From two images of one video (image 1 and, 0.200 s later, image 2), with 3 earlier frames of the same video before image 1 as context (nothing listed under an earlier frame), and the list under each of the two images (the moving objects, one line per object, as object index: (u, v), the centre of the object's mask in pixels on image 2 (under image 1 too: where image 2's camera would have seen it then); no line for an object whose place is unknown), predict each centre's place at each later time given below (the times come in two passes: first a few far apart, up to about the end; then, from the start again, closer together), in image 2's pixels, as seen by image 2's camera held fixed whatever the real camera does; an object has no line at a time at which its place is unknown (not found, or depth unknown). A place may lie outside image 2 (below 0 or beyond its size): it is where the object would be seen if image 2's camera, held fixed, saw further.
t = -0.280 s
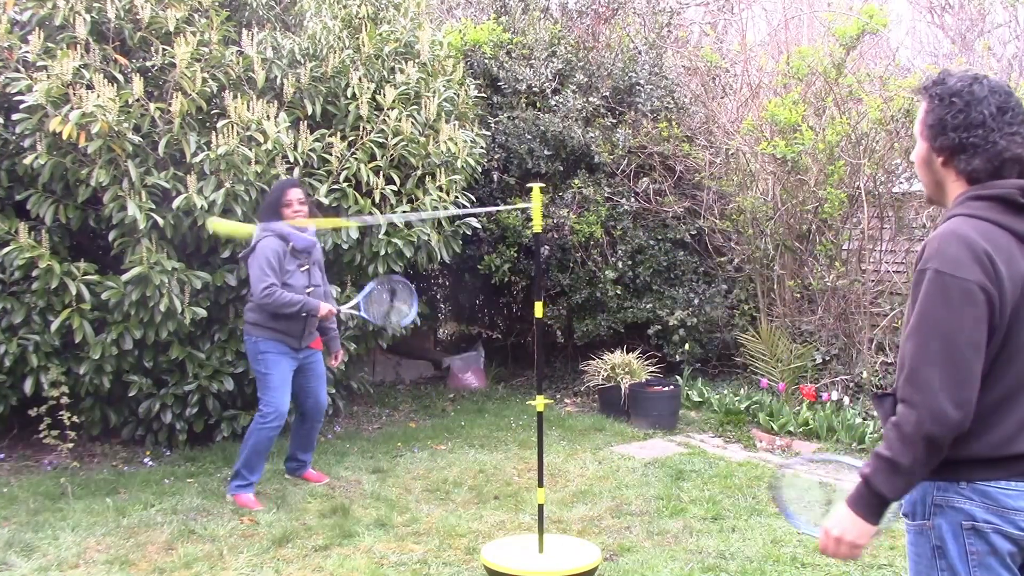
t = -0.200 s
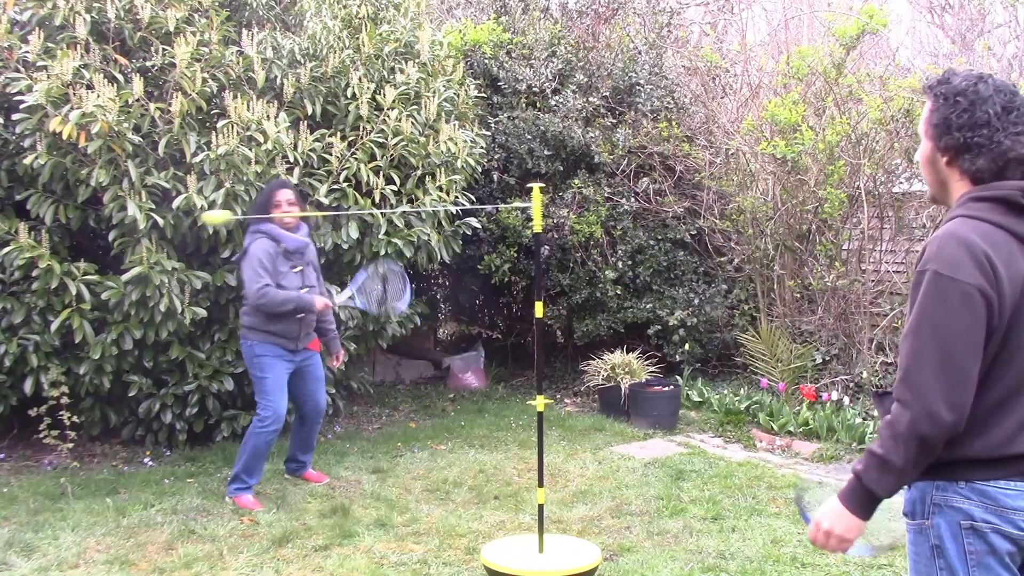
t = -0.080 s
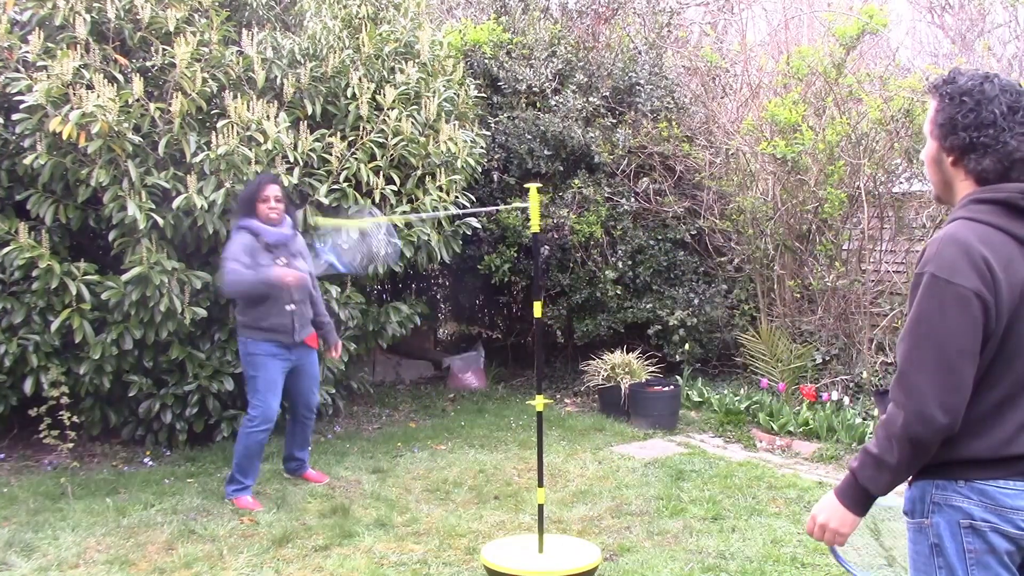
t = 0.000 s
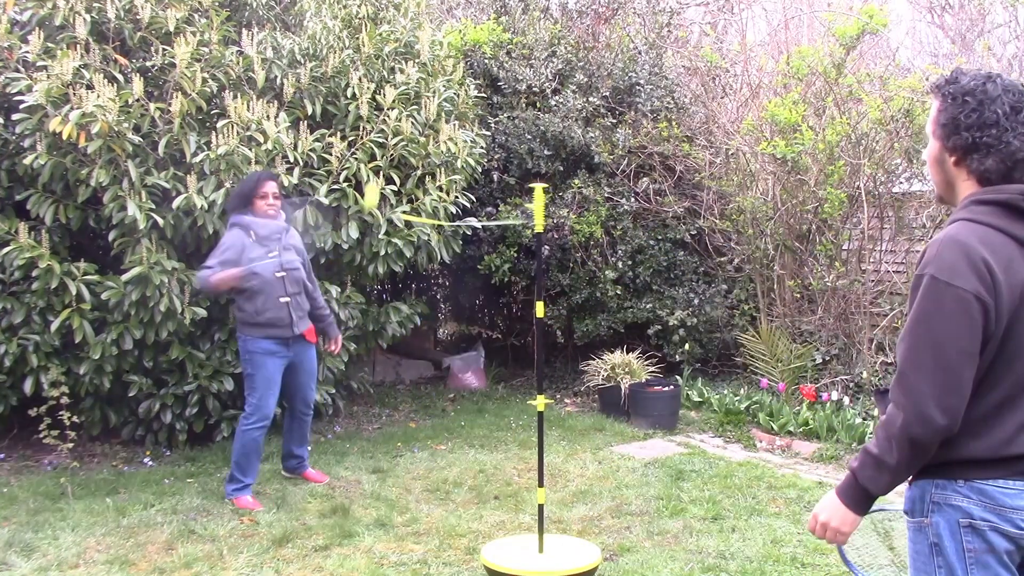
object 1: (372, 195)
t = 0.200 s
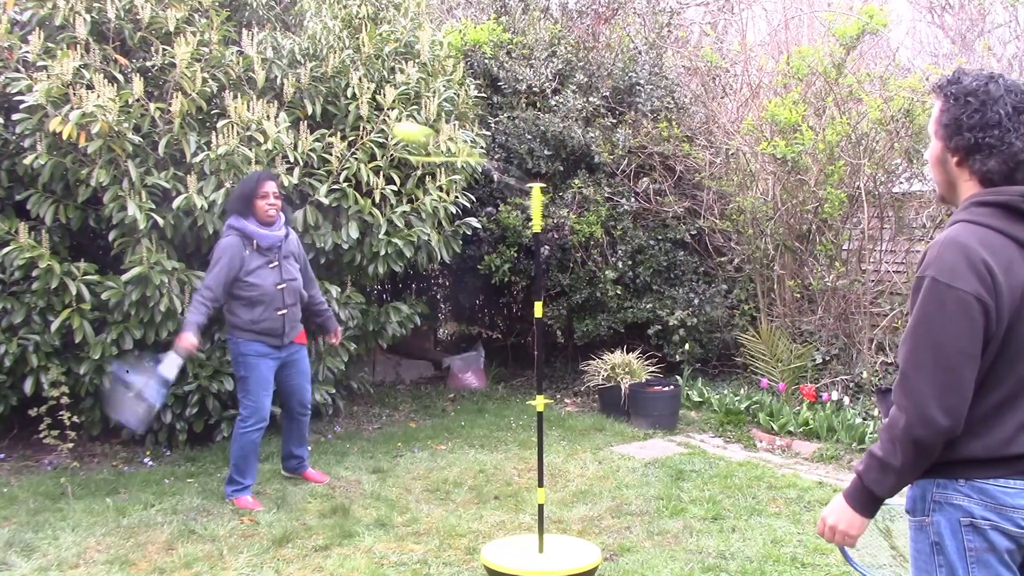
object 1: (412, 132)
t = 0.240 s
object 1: (464, 150)
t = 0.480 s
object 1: (775, 393)
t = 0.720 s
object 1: (669, 416)
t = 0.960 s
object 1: (462, 306)
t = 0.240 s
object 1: (464, 150)
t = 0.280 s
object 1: (527, 182)
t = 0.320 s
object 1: (590, 221)
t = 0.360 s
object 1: (646, 265)
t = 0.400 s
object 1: (699, 314)
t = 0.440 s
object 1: (725, 337)
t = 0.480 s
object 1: (775, 393)
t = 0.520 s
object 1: (778, 414)
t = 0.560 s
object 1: (772, 429)
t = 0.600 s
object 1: (756, 435)
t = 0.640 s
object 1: (735, 434)
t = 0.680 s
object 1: (703, 427)
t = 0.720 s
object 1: (669, 416)
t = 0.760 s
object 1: (635, 401)
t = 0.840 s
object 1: (563, 364)
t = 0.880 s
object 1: (523, 342)
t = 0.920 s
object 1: (494, 325)
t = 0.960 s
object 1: (462, 306)
